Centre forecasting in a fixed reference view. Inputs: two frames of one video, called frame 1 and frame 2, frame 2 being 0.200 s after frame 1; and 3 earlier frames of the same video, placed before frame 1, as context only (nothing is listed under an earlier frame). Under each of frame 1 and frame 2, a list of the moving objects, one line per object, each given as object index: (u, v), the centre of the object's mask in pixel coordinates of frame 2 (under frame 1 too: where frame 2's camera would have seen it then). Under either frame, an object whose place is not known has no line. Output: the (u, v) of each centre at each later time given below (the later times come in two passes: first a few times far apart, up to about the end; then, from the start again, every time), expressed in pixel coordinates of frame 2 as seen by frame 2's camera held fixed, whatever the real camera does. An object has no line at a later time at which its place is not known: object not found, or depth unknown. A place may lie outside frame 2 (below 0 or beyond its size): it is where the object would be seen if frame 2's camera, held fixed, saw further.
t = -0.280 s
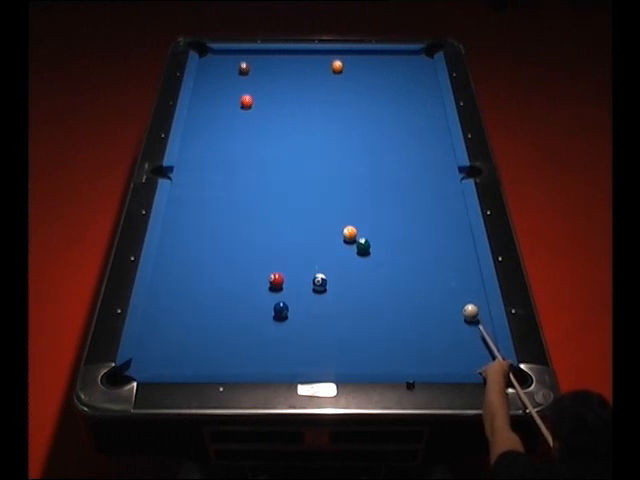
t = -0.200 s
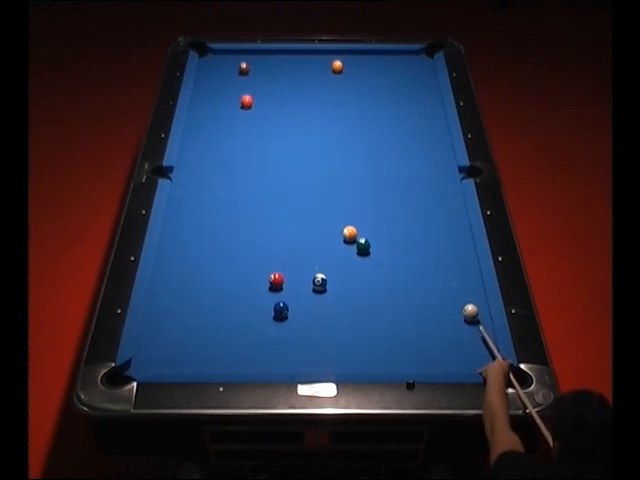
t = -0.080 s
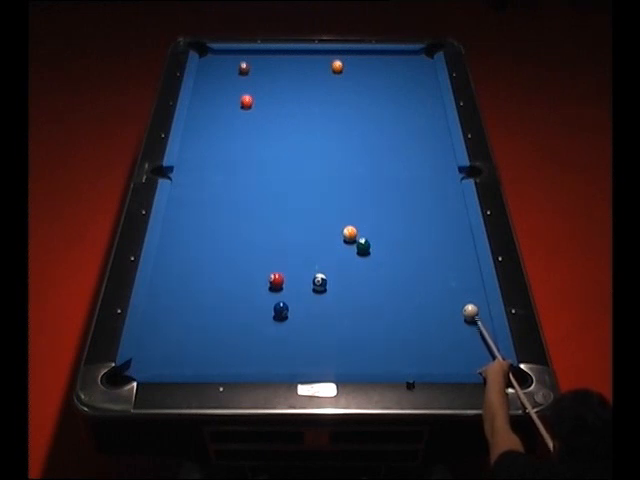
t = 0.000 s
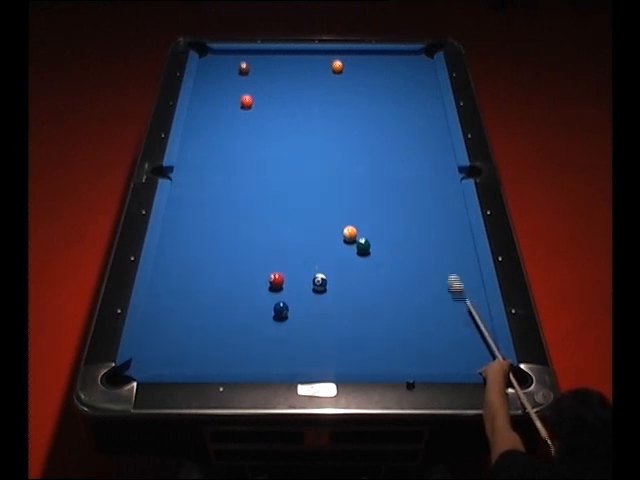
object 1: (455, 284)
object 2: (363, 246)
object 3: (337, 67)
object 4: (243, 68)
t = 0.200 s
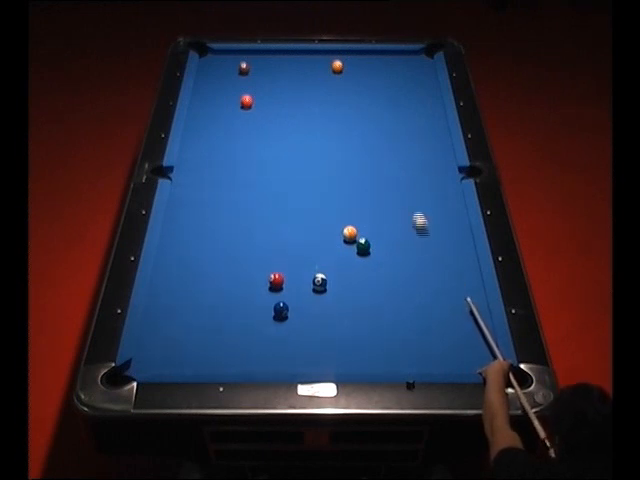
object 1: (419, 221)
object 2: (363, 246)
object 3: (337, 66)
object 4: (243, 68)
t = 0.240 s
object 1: (414, 211)
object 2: (363, 246)
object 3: (337, 67)
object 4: (243, 68)
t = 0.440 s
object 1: (387, 162)
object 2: (363, 246)
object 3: (337, 67)
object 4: (243, 68)
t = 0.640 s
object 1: (363, 120)
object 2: (363, 246)
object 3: (337, 66)
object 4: (243, 68)
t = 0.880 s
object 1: (340, 78)
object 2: (363, 246)
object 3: (336, 66)
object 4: (243, 68)
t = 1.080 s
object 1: (318, 67)
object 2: (363, 246)
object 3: (340, 55)
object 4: (243, 68)
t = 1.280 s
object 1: (296, 57)
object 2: (363, 246)
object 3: (342, 67)
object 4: (243, 68)
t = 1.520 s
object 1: (276, 54)
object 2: (363, 246)
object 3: (345, 84)
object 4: (243, 68)
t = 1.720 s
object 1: (264, 57)
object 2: (363, 246)
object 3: (347, 97)
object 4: (243, 68)
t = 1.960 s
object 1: (250, 62)
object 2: (363, 246)
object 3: (350, 114)
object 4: (243, 69)
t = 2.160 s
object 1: (242, 62)
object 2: (363, 246)
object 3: (352, 128)
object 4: (240, 73)
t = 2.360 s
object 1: (235, 63)
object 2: (363, 246)
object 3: (354, 143)
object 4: (236, 75)
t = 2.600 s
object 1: (229, 64)
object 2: (363, 246)
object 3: (357, 161)
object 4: (232, 78)
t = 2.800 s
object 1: (223, 64)
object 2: (363, 246)
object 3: (359, 177)
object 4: (229, 80)
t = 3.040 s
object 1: (218, 64)
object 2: (363, 246)
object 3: (361, 196)
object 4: (226, 82)
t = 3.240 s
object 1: (214, 64)
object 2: (363, 246)
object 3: (364, 212)
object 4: (223, 85)
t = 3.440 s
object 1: (211, 64)
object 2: (363, 246)
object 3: (366, 228)
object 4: (221, 87)
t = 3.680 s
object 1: (208, 65)
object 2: (360, 252)
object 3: (372, 240)
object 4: (219, 88)
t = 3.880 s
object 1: (206, 65)
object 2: (356, 262)
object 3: (380, 245)
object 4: (217, 89)
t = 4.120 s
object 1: (205, 64)
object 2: (350, 273)
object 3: (388, 251)
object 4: (216, 90)
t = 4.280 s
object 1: (205, 64)
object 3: (393, 254)
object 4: (215, 90)
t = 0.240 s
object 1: (414, 211)
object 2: (363, 246)
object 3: (337, 67)
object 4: (243, 68)
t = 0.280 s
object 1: (408, 200)
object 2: (363, 246)
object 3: (337, 67)
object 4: (243, 68)
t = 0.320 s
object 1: (403, 190)
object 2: (363, 246)
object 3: (337, 67)
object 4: (243, 68)
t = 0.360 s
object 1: (397, 181)
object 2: (363, 246)
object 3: (337, 66)
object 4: (243, 68)
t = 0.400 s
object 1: (392, 171)
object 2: (363, 246)
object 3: (337, 66)
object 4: (243, 68)
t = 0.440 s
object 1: (387, 162)
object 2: (363, 246)
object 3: (337, 67)
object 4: (243, 68)
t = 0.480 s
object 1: (382, 153)
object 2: (363, 246)
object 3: (337, 67)
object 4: (243, 68)
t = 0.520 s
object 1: (377, 145)
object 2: (363, 246)
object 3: (337, 66)
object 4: (243, 68)
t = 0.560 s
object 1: (373, 137)
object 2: (363, 246)
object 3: (337, 67)
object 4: (243, 68)
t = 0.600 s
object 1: (368, 128)
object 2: (363, 246)
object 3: (337, 67)
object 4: (243, 68)
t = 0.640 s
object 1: (363, 120)
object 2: (363, 246)
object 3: (337, 66)
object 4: (243, 68)
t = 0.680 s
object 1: (359, 113)
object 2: (363, 246)
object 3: (337, 66)
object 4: (243, 68)
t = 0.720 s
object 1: (355, 105)
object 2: (363, 246)
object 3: (337, 66)
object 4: (243, 68)
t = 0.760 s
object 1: (351, 98)
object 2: (363, 246)
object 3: (337, 67)
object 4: (243, 68)
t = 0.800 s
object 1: (347, 91)
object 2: (363, 246)
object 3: (337, 67)
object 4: (243, 68)
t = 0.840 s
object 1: (343, 84)
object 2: (363, 246)
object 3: (337, 67)
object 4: (243, 68)
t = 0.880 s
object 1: (340, 78)
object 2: (363, 246)
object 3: (336, 66)
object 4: (243, 68)
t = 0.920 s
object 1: (336, 71)
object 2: (363, 246)
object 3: (338, 64)
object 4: (243, 68)
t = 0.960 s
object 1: (331, 70)
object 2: (363, 246)
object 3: (338, 61)
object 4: (243, 68)
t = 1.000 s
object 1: (327, 70)
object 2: (363, 246)
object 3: (339, 56)
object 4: (243, 68)
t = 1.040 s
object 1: (322, 69)
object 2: (363, 246)
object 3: (340, 53)
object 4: (243, 68)
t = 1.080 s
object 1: (318, 67)
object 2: (363, 246)
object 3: (340, 55)
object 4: (243, 68)
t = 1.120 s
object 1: (313, 65)
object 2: (363, 246)
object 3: (341, 57)
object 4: (243, 68)
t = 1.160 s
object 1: (309, 63)
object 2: (363, 246)
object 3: (341, 60)
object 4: (243, 68)
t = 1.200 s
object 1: (305, 62)
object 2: (363, 246)
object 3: (341, 62)
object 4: (243, 68)
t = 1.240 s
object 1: (300, 59)
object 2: (363, 246)
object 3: (342, 65)
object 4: (243, 68)
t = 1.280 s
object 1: (296, 57)
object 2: (363, 246)
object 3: (342, 67)
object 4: (243, 68)
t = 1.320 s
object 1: (293, 56)
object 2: (363, 246)
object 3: (343, 70)
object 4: (243, 68)
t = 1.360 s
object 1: (288, 54)
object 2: (363, 246)
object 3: (343, 73)
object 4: (243, 68)
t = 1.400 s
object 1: (284, 52)
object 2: (363, 246)
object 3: (343, 75)
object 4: (243, 68)
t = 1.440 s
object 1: (281, 52)
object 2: (363, 246)
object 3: (344, 78)
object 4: (243, 68)
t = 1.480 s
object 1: (278, 53)
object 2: (363, 246)
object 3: (344, 81)
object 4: (243, 68)
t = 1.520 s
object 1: (276, 54)
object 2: (363, 246)
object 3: (345, 84)
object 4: (243, 68)
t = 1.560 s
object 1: (273, 54)
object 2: (363, 246)
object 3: (345, 86)
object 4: (243, 68)
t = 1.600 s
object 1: (271, 55)
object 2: (363, 246)
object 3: (346, 89)
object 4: (243, 68)
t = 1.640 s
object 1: (268, 56)
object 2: (363, 246)
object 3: (346, 92)
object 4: (243, 68)
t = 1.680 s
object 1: (266, 56)
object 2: (363, 246)
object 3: (347, 94)
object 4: (243, 68)
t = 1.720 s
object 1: (264, 57)
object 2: (363, 246)
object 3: (347, 97)
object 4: (243, 68)
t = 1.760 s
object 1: (261, 58)
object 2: (363, 246)
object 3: (348, 100)
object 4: (243, 68)
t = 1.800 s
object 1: (259, 59)
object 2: (363, 246)
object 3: (348, 103)
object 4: (244, 68)
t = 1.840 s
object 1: (256, 60)
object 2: (363, 246)
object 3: (349, 106)
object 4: (244, 68)
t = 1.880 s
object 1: (254, 60)
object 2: (363, 246)
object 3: (349, 108)
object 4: (243, 68)
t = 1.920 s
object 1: (252, 61)
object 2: (363, 246)
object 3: (349, 111)
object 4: (243, 69)
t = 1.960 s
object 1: (250, 62)
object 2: (363, 246)
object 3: (350, 114)
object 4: (243, 69)
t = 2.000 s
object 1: (248, 62)
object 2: (363, 246)
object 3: (350, 117)
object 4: (243, 69)
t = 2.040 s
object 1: (247, 62)
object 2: (363, 246)
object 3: (351, 120)
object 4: (242, 70)
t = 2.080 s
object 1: (245, 62)
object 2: (363, 246)
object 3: (351, 123)
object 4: (242, 71)
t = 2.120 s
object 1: (244, 62)
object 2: (363, 246)
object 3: (352, 126)
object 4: (241, 72)
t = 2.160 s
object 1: (242, 62)
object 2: (363, 246)
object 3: (352, 128)
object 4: (240, 73)
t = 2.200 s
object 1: (241, 62)
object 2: (363, 246)
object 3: (352, 131)
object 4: (239, 73)
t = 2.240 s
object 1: (239, 63)
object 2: (363, 246)
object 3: (353, 135)
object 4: (238, 73)
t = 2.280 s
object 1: (238, 63)
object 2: (363, 246)
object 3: (353, 137)
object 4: (237, 74)
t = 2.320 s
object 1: (237, 63)
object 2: (363, 246)
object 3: (354, 140)
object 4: (237, 74)
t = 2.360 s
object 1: (235, 63)
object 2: (363, 246)
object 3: (354, 143)
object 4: (236, 75)
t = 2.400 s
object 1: (234, 63)
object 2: (363, 246)
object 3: (354, 146)
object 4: (235, 75)
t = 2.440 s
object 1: (233, 63)
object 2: (363, 246)
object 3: (355, 149)
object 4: (235, 76)
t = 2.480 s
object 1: (232, 63)
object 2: (363, 246)
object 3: (355, 152)
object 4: (234, 77)
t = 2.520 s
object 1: (231, 63)
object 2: (363, 246)
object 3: (356, 155)
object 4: (233, 77)
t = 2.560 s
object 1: (230, 64)
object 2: (363, 246)
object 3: (356, 158)
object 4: (232, 78)
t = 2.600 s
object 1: (229, 64)
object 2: (363, 246)
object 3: (357, 161)
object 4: (232, 78)
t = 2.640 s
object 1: (227, 64)
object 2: (363, 246)
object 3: (357, 164)
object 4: (231, 78)
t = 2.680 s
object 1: (226, 64)
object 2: (363, 246)
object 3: (357, 168)
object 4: (230, 78)
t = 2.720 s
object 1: (225, 64)
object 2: (363, 246)
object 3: (358, 171)
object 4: (230, 79)
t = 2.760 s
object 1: (224, 64)
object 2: (363, 246)
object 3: (358, 174)
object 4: (229, 79)
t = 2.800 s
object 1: (223, 64)
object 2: (363, 246)
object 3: (359, 177)
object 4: (229, 80)
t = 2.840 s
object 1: (222, 64)
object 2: (363, 246)
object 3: (359, 180)
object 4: (229, 80)
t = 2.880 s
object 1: (221, 64)
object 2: (363, 246)
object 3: (360, 183)
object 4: (228, 81)
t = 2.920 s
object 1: (220, 64)
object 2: (363, 246)
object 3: (360, 186)
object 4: (227, 81)
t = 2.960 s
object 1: (219, 64)
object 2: (363, 246)
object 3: (360, 189)
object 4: (227, 81)
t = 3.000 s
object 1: (218, 64)
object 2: (363, 246)
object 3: (361, 193)
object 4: (226, 82)
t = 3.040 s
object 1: (218, 64)
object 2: (363, 246)
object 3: (361, 196)
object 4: (226, 82)
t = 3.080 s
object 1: (217, 64)
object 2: (363, 246)
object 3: (362, 199)
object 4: (225, 83)
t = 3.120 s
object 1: (216, 64)
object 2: (363, 246)
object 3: (362, 201)
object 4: (224, 83)
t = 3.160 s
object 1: (215, 64)
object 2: (363, 246)
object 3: (363, 205)
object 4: (224, 84)
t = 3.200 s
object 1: (215, 64)
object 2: (363, 246)
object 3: (363, 208)
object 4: (223, 85)
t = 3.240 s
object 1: (214, 64)
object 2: (363, 246)
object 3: (364, 212)
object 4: (223, 85)
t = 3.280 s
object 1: (213, 64)
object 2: (363, 246)
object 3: (364, 215)
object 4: (223, 86)
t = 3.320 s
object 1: (213, 64)
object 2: (363, 246)
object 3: (365, 218)
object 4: (222, 86)
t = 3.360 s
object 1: (212, 64)
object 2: (363, 246)
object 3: (365, 221)
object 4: (222, 86)
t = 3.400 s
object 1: (212, 65)
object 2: (363, 246)
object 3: (366, 224)
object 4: (221, 86)
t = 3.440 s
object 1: (211, 64)
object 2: (363, 246)
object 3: (366, 228)
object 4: (221, 87)
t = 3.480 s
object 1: (210, 64)
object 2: (363, 246)
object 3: (367, 230)
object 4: (221, 87)
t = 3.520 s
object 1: (210, 64)
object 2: (363, 246)
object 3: (367, 233)
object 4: (220, 87)
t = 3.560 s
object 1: (209, 64)
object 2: (363, 247)
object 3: (368, 235)
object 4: (220, 87)
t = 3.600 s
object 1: (209, 64)
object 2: (362, 248)
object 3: (370, 238)
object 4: (220, 88)
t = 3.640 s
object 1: (208, 65)
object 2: (360, 251)
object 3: (371, 239)
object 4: (219, 88)
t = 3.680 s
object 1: (208, 65)
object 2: (360, 252)
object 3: (372, 240)
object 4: (219, 88)
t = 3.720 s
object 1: (208, 65)
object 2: (359, 255)
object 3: (374, 241)
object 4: (219, 89)
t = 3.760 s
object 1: (207, 65)
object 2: (358, 256)
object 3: (375, 242)
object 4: (218, 89)
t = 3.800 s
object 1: (207, 65)
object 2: (357, 259)
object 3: (377, 243)
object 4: (218, 89)
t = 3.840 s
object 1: (206, 65)
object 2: (356, 260)
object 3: (378, 244)
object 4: (218, 89)
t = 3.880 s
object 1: (206, 65)
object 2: (356, 262)
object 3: (380, 245)
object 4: (217, 89)
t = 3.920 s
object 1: (206, 65)
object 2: (355, 263)
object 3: (381, 246)
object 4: (217, 89)
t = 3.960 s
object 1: (206, 65)
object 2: (354, 266)
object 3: (382, 248)
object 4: (217, 89)
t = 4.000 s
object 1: (205, 64)
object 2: (353, 268)
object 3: (384, 248)
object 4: (217, 90)
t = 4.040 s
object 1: (205, 64)
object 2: (352, 269)
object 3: (385, 249)
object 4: (216, 90)
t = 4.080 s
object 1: (205, 64)
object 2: (351, 271)
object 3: (386, 250)
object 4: (216, 90)
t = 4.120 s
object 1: (205, 64)
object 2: (350, 273)
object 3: (388, 251)
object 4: (216, 90)
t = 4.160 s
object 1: (205, 64)
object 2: (349, 275)
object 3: (389, 252)
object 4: (216, 90)
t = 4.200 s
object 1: (205, 64)
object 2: (349, 276)
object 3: (390, 253)
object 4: (216, 90)
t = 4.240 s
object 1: (205, 64)
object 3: (392, 253)
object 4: (215, 90)
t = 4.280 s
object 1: (205, 64)
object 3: (393, 254)
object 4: (215, 90)
